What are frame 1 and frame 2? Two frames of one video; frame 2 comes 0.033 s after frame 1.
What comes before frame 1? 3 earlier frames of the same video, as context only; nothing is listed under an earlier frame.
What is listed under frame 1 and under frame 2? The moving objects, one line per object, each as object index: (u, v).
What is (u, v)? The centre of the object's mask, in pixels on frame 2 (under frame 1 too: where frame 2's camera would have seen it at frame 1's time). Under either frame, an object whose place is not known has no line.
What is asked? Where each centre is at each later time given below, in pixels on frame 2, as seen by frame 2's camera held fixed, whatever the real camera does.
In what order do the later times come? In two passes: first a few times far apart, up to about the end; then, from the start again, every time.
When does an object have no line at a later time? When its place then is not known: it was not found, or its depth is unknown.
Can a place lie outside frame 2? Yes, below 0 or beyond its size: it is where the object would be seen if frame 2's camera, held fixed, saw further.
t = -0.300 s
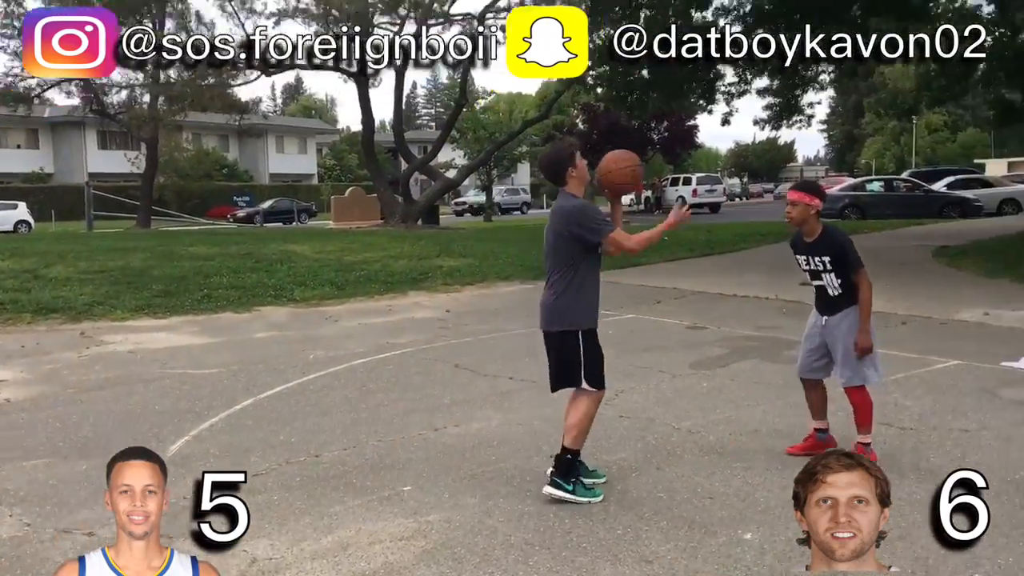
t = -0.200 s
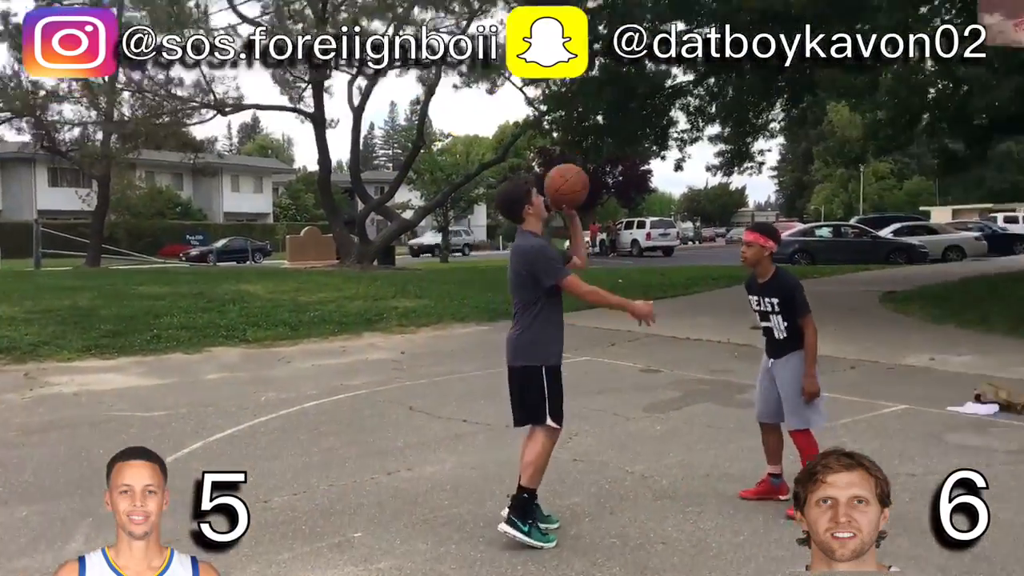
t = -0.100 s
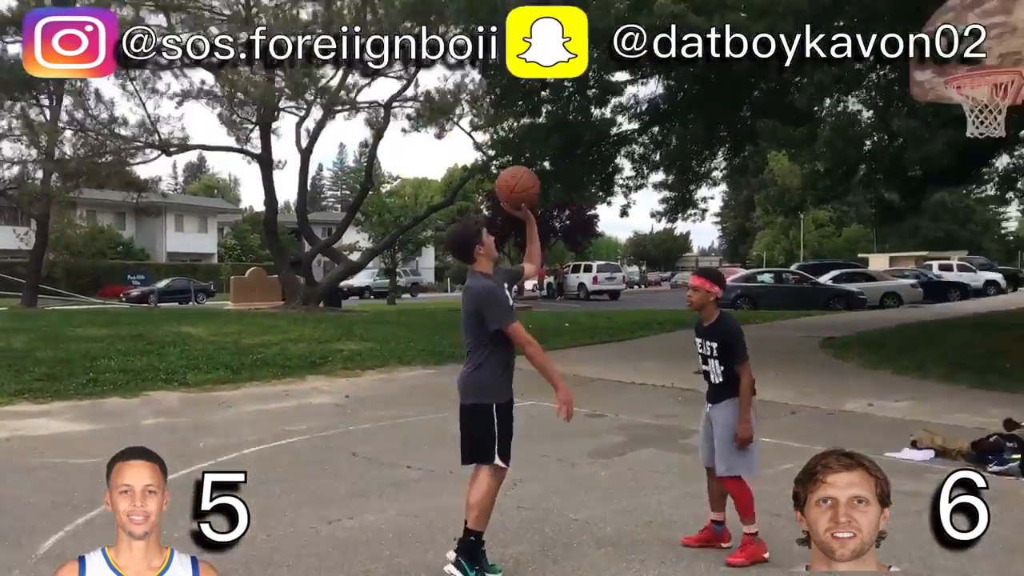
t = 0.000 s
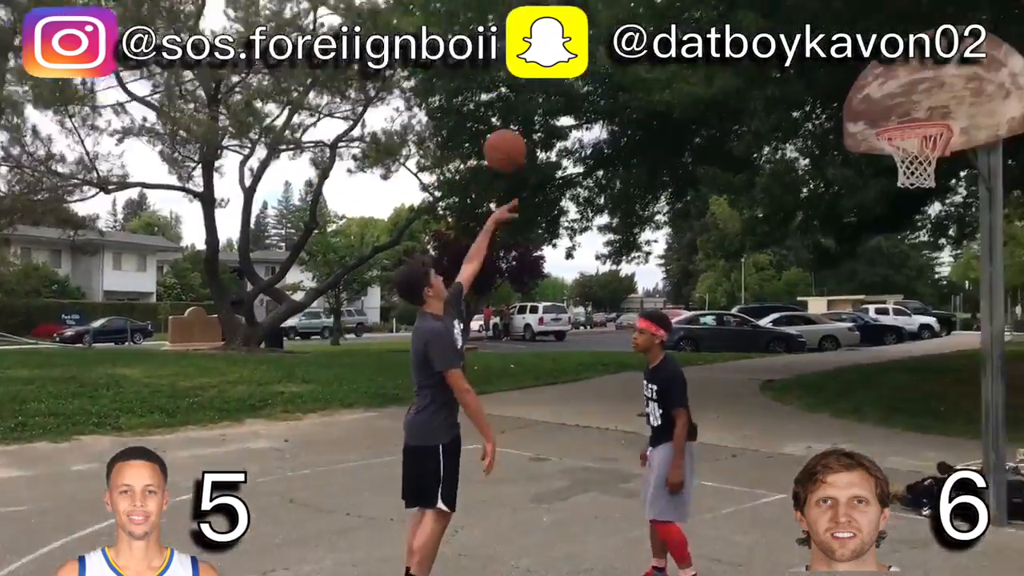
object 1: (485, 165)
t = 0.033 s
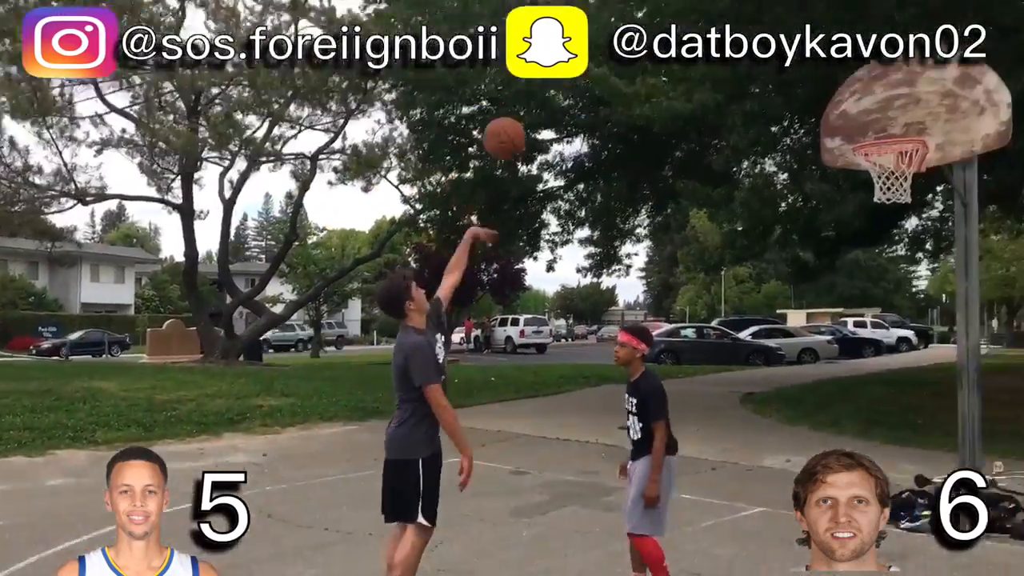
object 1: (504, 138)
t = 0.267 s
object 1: (624, 20)
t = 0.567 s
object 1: (756, 5)
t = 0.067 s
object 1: (522, 115)
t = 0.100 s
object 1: (541, 94)
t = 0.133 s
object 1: (559, 75)
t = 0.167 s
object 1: (575, 59)
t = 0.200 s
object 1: (593, 44)
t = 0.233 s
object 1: (608, 31)
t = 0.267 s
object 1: (624, 20)
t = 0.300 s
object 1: (639, 13)
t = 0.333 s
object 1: (655, 6)
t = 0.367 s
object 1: (669, 2)
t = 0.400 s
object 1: (685, -2)
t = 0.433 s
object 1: (700, -3)
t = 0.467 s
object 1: (714, -4)
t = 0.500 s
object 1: (728, -3)
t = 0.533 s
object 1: (743, 0)
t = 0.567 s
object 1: (756, 5)
